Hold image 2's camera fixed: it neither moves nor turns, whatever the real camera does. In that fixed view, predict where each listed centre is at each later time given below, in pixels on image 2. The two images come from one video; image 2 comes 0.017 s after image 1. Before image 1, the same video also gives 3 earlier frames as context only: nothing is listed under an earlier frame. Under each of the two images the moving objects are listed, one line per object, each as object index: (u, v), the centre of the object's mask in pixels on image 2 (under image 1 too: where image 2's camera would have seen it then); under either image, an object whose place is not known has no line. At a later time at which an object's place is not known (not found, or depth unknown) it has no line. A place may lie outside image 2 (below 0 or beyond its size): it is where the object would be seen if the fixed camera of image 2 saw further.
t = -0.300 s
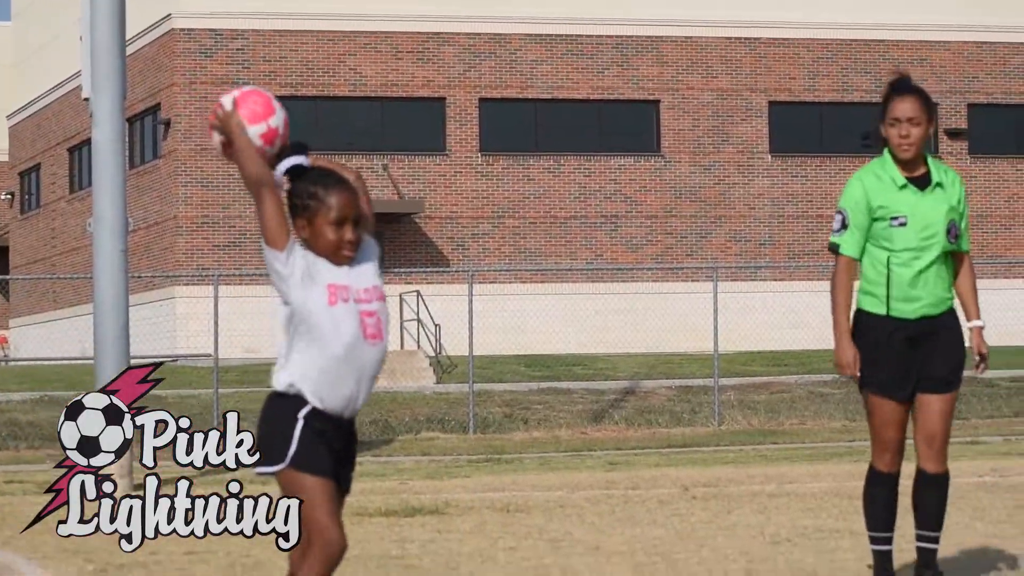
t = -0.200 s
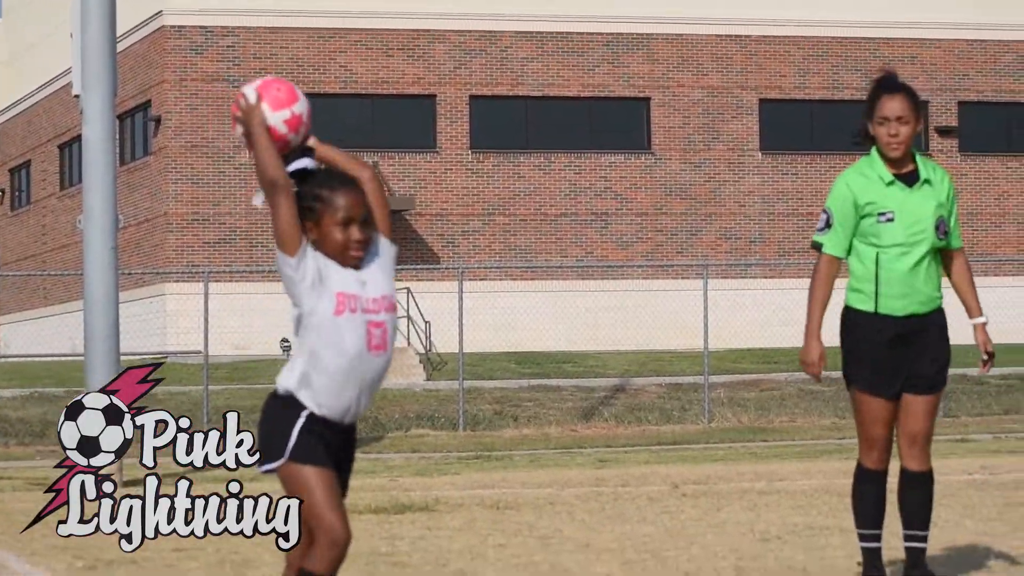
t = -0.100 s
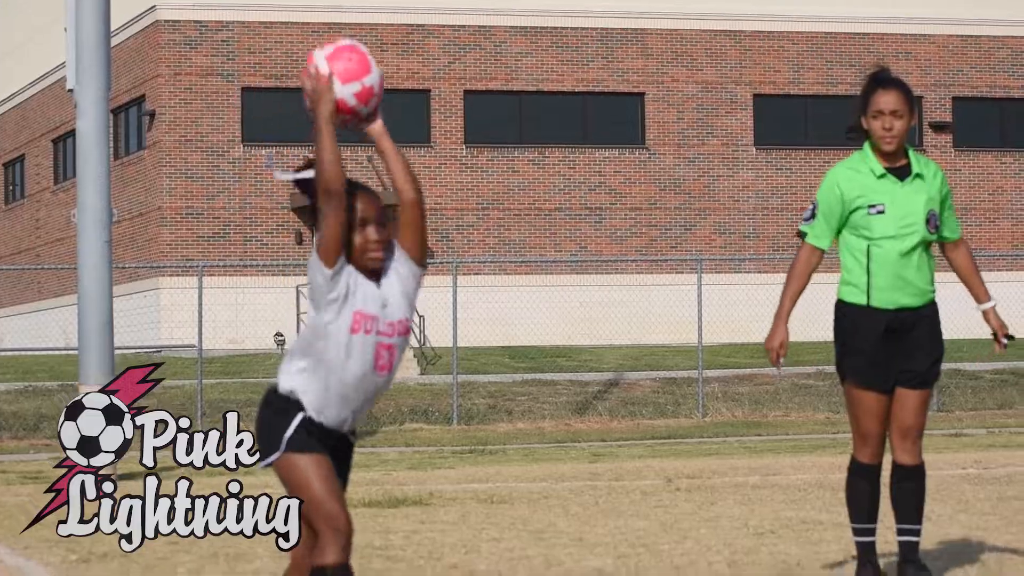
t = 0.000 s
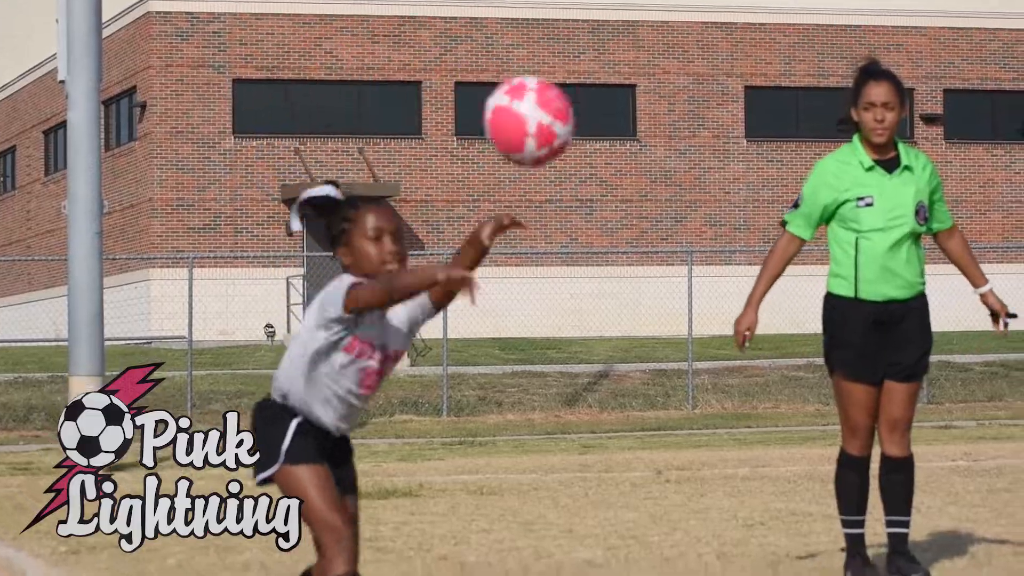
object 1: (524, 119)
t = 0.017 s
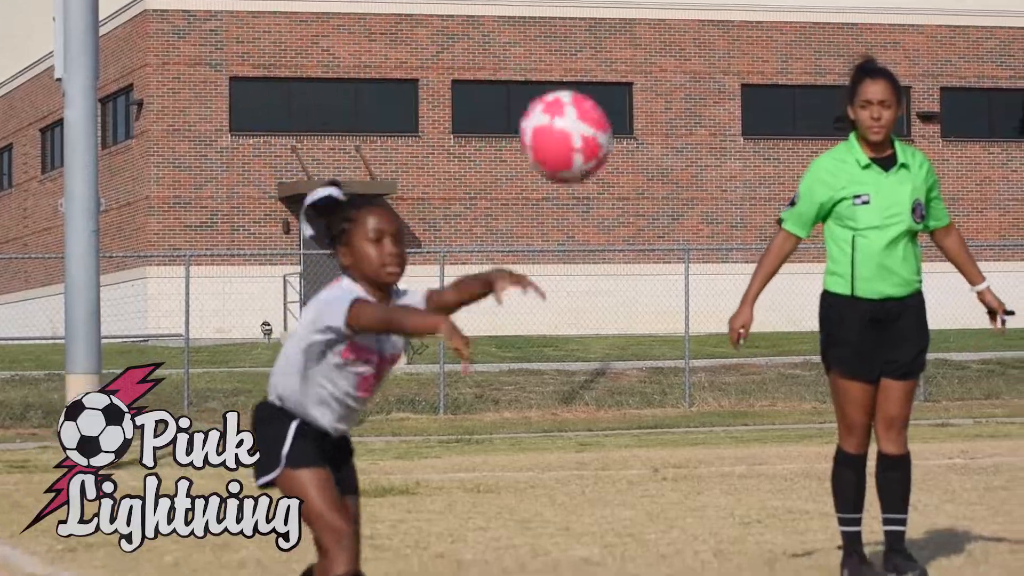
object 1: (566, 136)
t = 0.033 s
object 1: (606, 157)
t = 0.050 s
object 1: (649, 179)
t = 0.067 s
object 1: (691, 204)
